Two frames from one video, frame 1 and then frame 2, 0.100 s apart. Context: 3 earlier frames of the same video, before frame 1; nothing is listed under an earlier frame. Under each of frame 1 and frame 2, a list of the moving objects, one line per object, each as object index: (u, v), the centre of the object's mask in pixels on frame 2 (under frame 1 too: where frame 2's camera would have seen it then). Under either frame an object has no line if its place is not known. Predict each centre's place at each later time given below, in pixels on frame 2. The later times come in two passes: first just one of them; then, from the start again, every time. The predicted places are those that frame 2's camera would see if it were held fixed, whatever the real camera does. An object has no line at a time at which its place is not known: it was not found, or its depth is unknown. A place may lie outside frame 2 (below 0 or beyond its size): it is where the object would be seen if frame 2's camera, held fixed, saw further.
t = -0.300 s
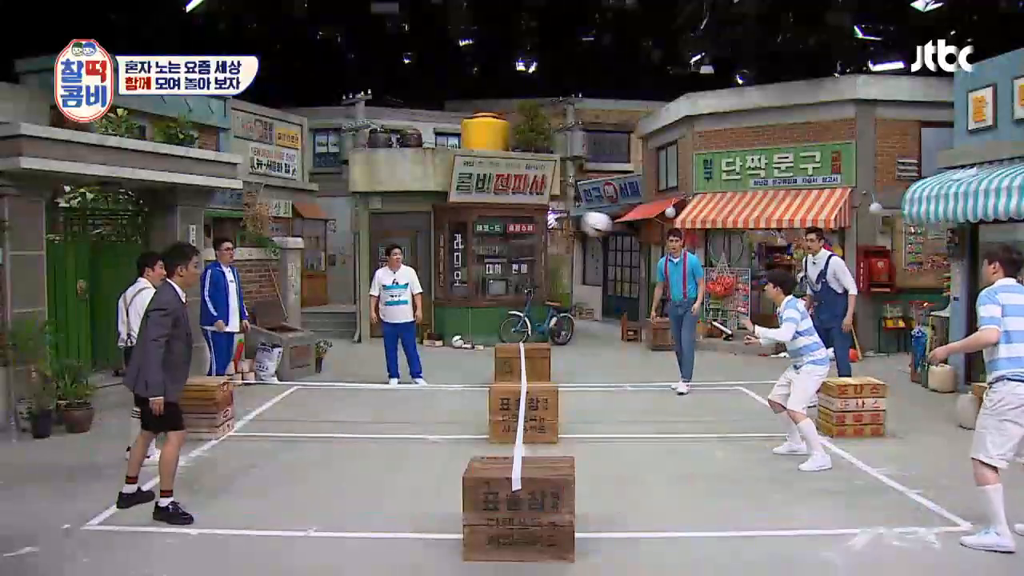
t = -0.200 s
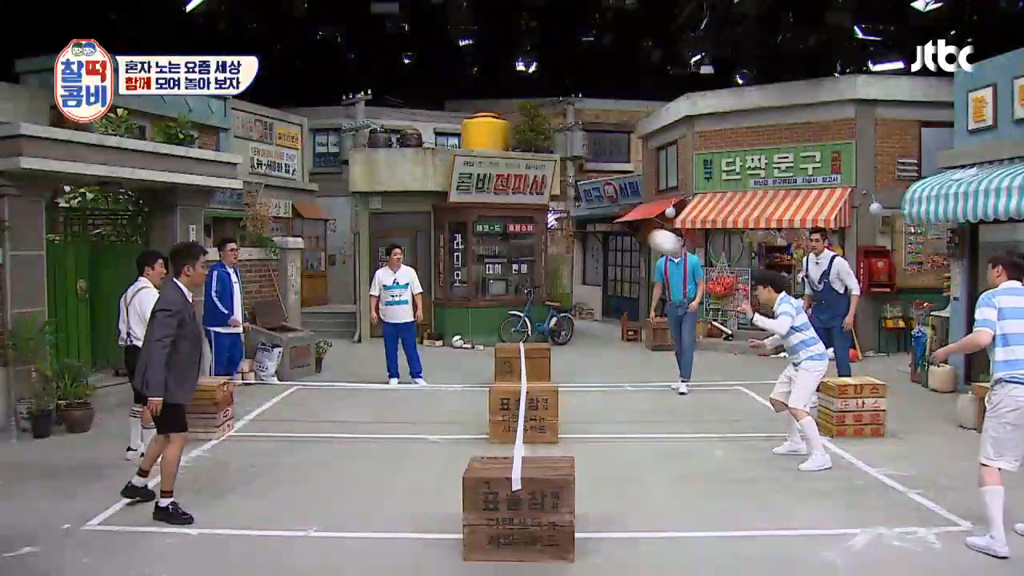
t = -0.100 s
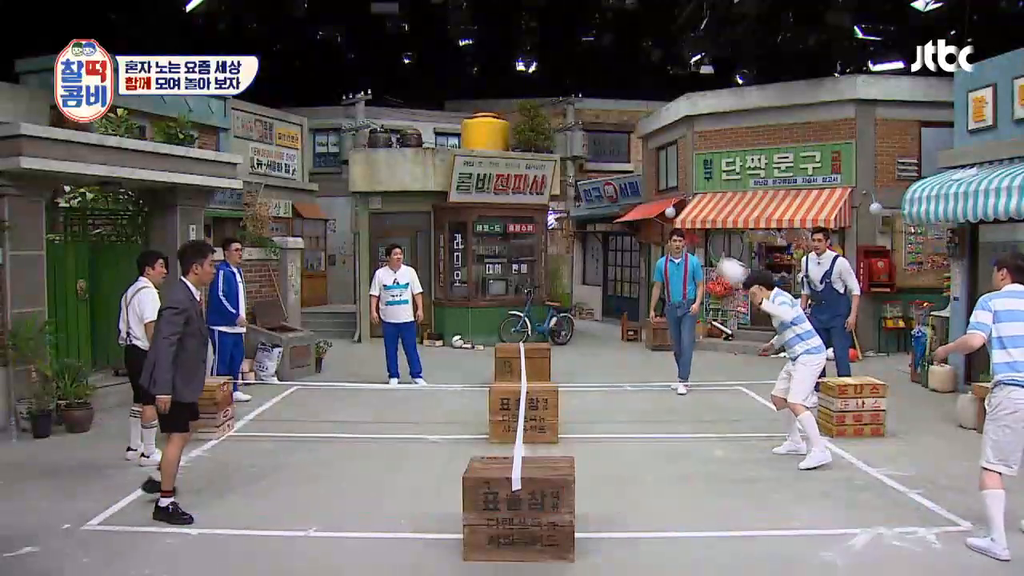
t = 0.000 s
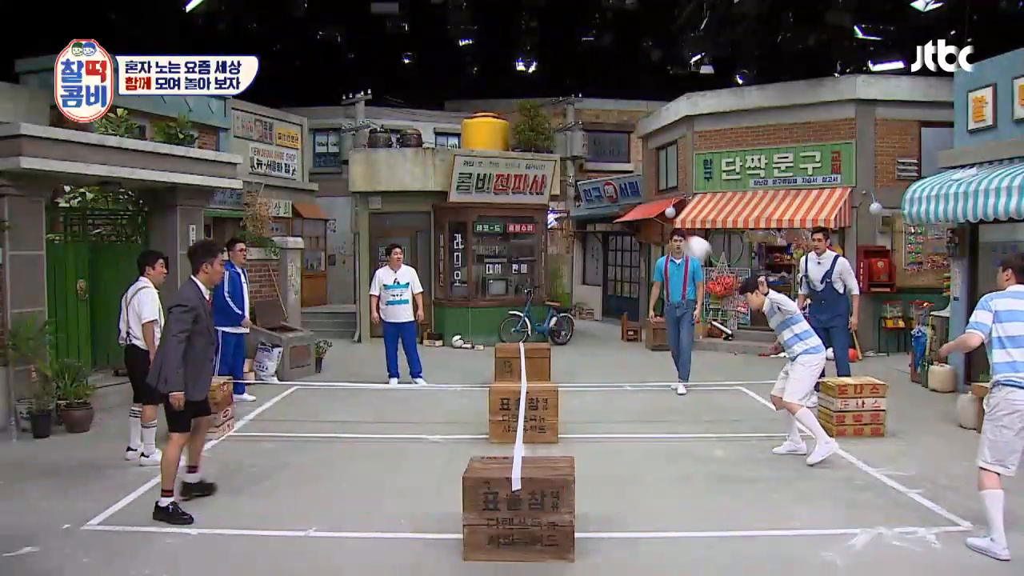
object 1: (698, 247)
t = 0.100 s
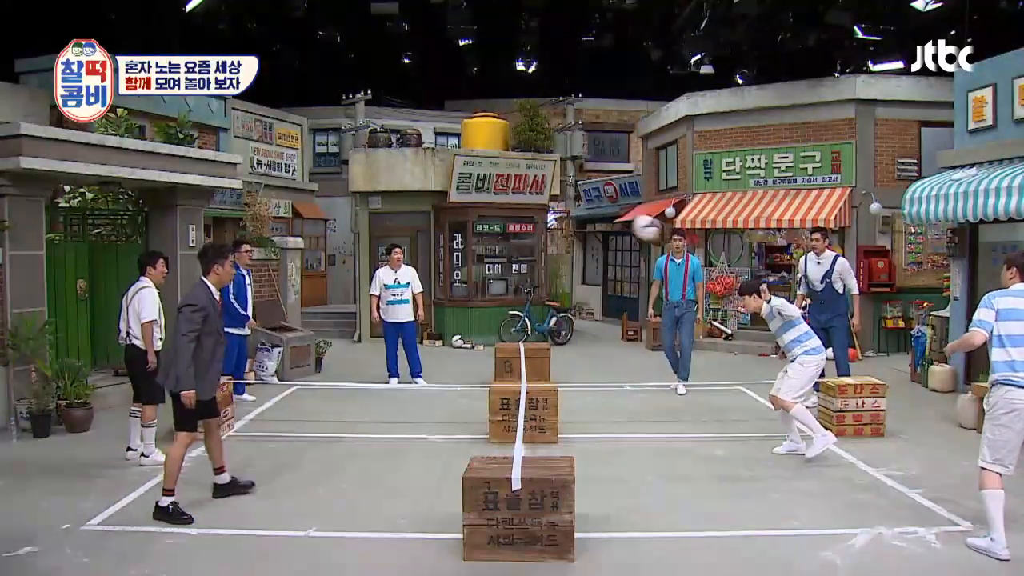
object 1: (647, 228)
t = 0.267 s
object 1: (569, 219)
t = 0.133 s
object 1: (629, 223)
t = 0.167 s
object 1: (614, 220)
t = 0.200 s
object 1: (599, 218)
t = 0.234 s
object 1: (583, 219)
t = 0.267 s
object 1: (569, 219)
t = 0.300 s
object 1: (552, 220)
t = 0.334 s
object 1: (537, 223)
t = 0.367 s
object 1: (523, 227)
